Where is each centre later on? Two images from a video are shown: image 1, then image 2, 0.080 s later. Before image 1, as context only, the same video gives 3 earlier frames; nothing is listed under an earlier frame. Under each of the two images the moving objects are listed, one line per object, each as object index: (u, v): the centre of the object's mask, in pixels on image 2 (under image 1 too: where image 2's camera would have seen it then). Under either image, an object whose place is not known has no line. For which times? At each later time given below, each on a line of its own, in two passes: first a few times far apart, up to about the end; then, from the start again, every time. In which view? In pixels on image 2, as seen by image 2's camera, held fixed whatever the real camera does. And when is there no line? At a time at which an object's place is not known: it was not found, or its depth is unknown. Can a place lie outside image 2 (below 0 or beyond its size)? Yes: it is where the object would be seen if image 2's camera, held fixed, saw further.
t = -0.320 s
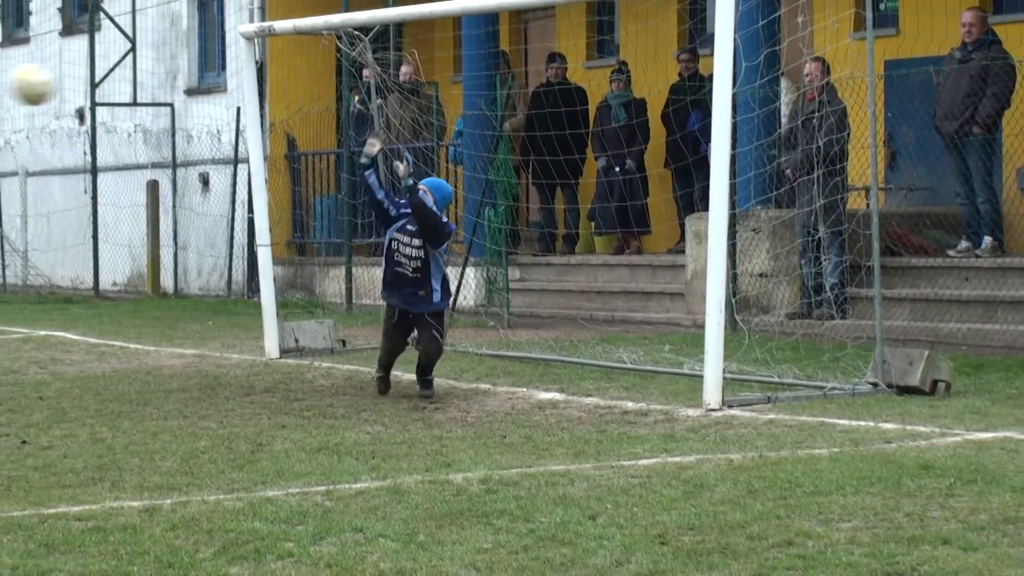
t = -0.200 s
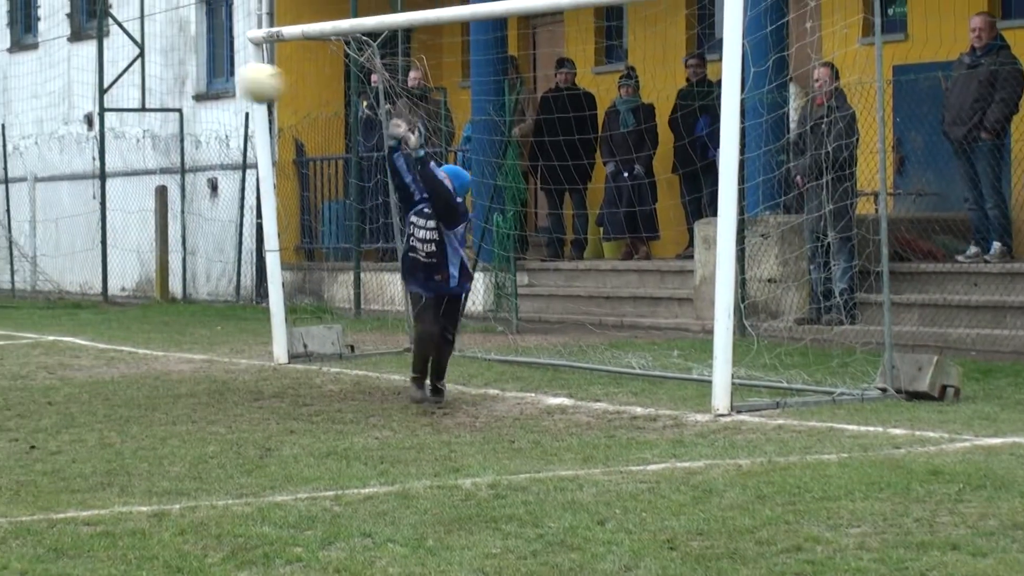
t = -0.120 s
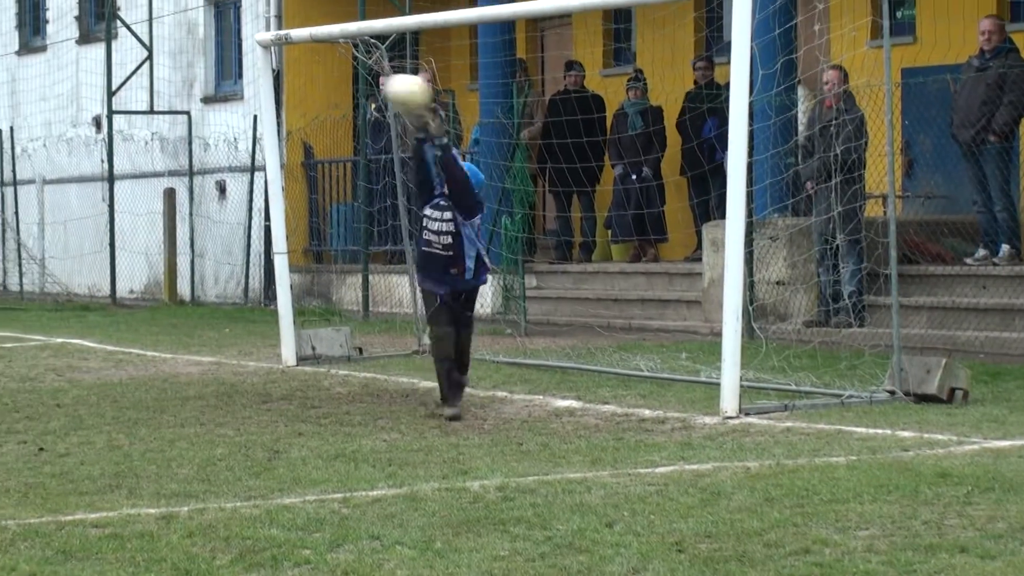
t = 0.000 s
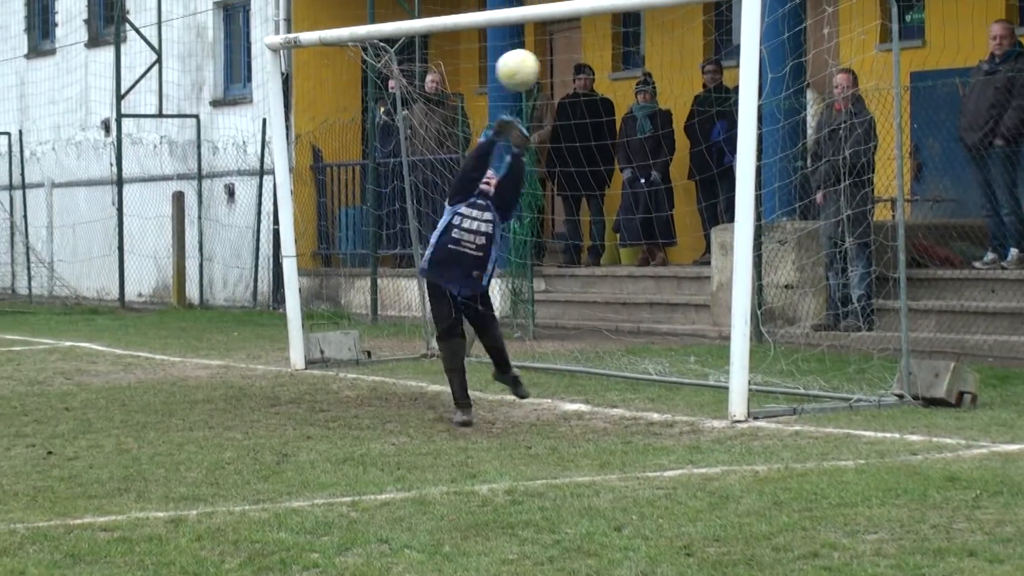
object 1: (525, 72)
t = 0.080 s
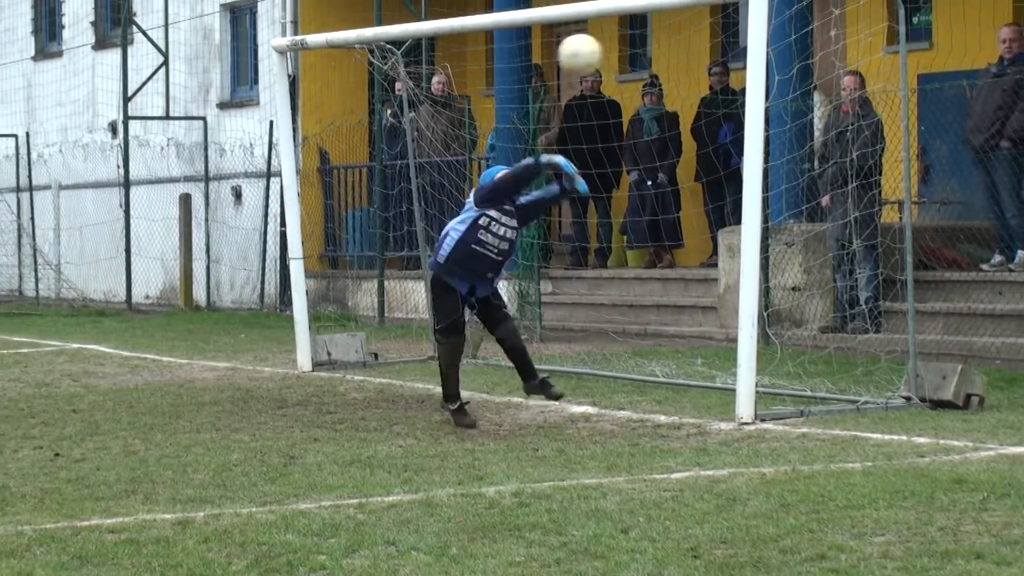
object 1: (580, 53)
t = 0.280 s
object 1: (727, 69)
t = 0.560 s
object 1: (959, 243)
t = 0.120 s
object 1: (609, 52)
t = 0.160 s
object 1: (637, 52)
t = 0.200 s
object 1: (666, 54)
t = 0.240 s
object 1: (697, 60)
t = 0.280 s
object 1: (727, 69)
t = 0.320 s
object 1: (761, 82)
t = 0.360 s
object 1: (793, 99)
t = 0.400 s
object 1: (827, 119)
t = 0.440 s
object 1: (861, 144)
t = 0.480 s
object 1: (895, 171)
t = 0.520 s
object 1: (930, 206)
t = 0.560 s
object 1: (959, 243)
